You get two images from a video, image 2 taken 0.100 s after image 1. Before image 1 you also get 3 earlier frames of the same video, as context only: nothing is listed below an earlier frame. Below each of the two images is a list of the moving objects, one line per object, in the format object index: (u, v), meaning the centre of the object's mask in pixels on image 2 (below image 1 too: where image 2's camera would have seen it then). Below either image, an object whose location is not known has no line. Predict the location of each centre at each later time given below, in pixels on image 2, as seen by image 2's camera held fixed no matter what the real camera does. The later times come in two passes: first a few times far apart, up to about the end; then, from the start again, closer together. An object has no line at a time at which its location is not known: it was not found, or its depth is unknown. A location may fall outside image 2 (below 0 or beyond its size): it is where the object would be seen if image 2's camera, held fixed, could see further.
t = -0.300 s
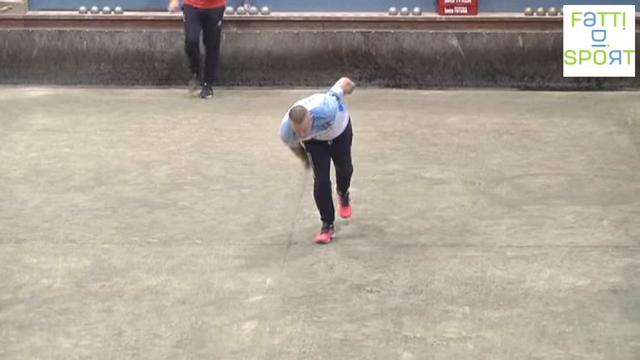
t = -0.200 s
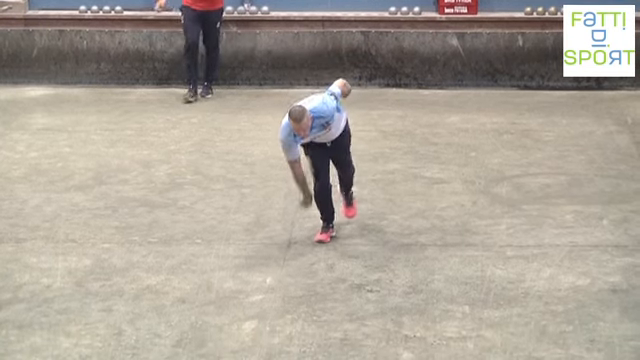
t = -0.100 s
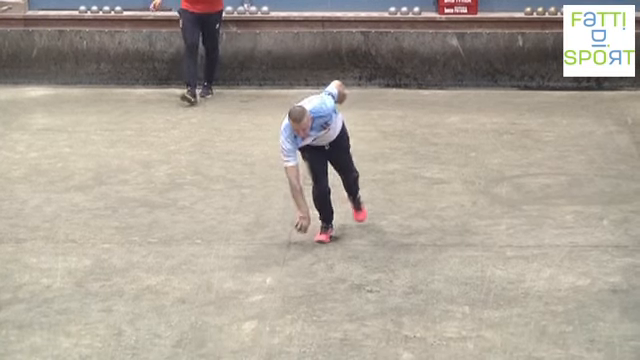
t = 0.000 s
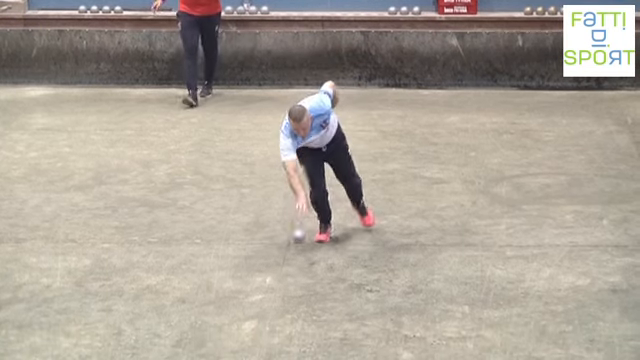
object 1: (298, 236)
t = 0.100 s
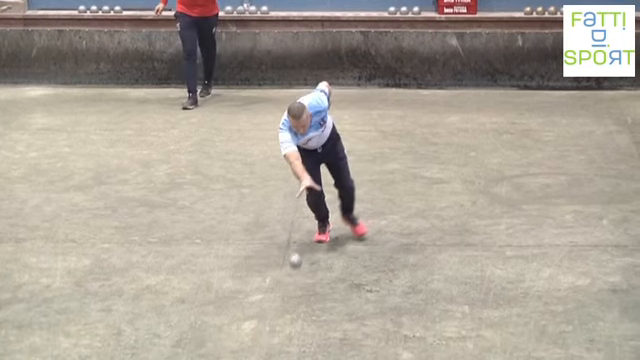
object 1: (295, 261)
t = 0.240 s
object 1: (291, 308)
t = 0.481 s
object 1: (286, 345)
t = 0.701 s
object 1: (282, 373)
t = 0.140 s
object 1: (294, 274)
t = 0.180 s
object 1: (293, 291)
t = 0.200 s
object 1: (292, 302)
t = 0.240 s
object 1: (291, 308)
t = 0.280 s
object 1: (290, 315)
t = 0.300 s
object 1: (290, 318)
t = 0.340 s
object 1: (289, 324)
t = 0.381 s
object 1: (288, 330)
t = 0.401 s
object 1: (287, 334)
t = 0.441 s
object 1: (287, 340)
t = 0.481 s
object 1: (286, 345)
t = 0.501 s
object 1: (286, 348)
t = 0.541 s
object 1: (285, 353)
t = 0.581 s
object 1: (284, 359)
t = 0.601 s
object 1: (284, 362)
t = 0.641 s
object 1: (283, 366)
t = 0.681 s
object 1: (282, 372)
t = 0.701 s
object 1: (282, 373)
